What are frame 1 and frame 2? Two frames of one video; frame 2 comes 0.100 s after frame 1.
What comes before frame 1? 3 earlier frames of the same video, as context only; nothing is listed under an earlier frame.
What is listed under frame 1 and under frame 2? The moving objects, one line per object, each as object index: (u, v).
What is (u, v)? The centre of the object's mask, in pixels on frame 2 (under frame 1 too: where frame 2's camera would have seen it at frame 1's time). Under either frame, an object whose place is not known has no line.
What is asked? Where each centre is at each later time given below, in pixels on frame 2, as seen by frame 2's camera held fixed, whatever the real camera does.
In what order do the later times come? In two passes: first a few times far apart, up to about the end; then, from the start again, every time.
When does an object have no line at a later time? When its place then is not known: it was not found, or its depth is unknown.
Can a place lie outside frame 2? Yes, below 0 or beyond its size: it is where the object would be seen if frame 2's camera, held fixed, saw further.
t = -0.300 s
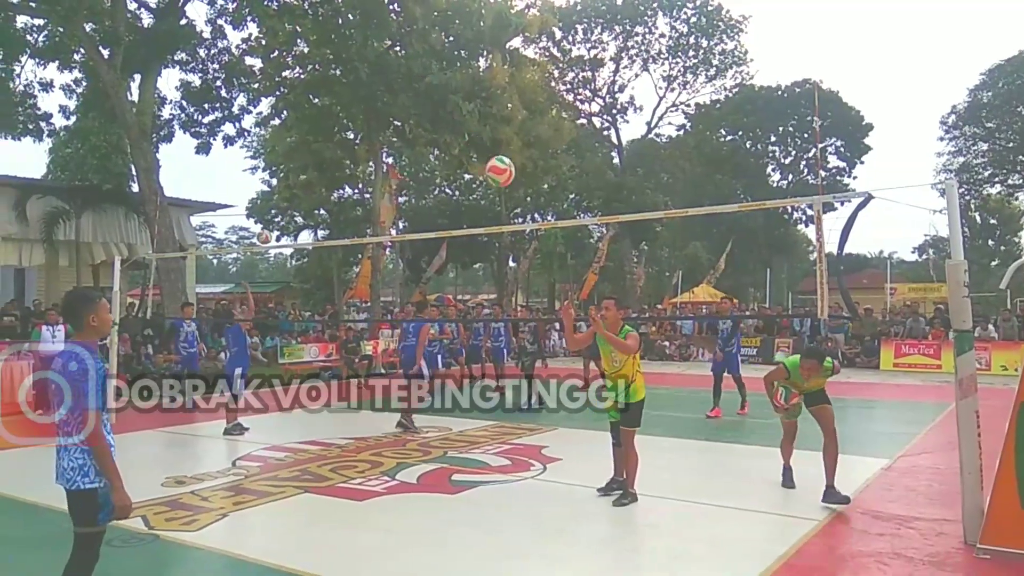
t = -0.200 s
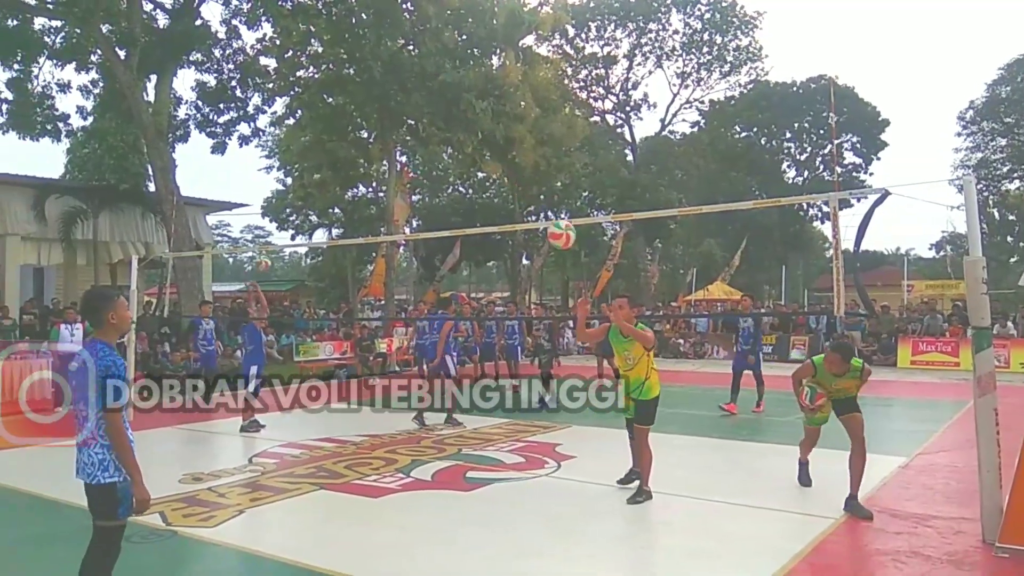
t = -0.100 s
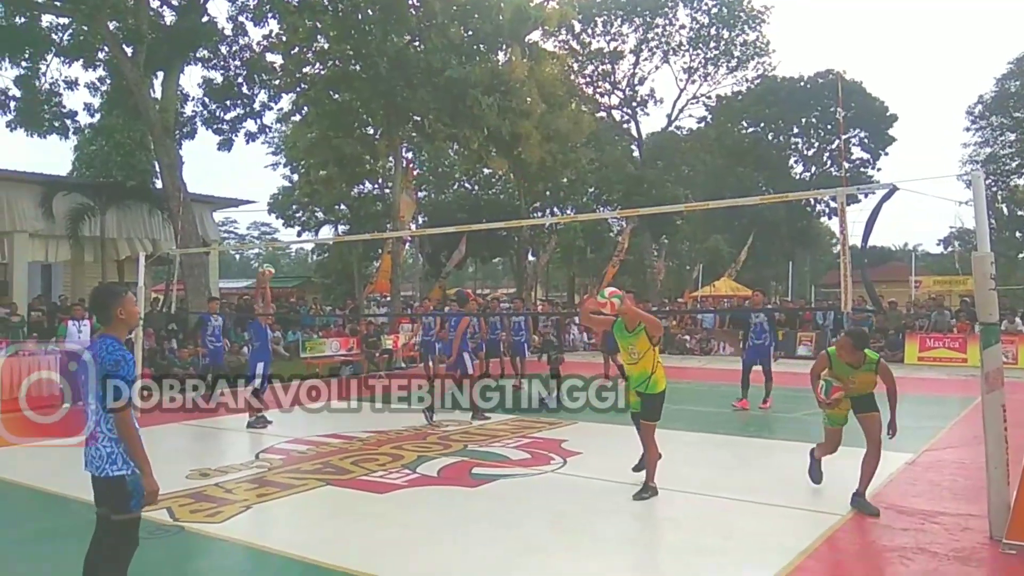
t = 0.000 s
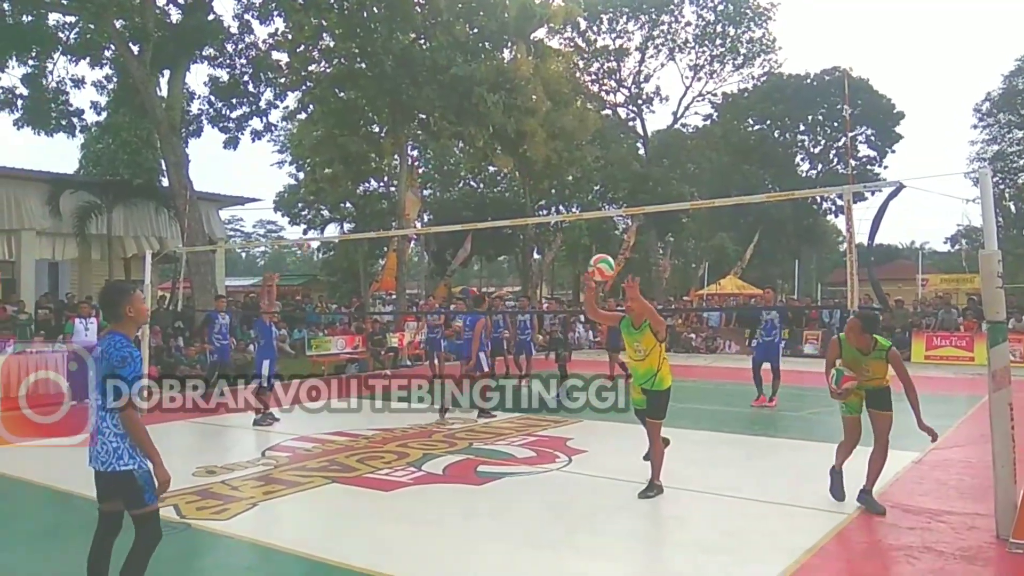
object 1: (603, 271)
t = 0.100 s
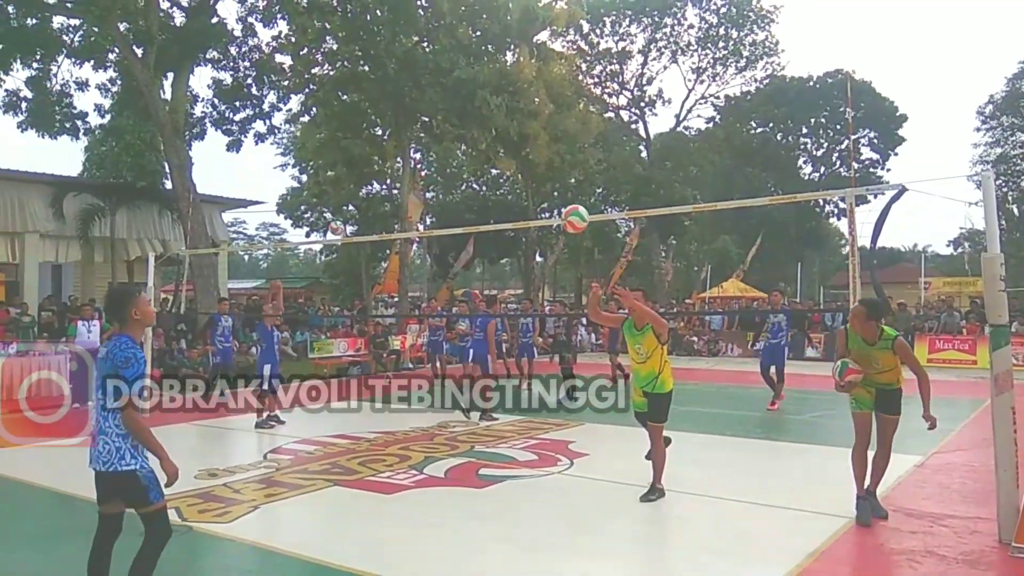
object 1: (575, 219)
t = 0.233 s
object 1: (535, 166)
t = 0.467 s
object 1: (460, 126)
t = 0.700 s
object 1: (375, 168)
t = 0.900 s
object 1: (294, 289)
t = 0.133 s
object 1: (565, 204)
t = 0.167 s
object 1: (555, 191)
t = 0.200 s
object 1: (545, 178)
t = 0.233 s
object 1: (535, 166)
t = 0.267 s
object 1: (525, 156)
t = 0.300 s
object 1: (514, 148)
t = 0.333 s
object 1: (504, 140)
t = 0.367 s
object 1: (493, 135)
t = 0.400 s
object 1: (482, 130)
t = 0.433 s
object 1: (471, 127)
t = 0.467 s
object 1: (460, 126)
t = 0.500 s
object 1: (448, 126)
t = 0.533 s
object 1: (436, 129)
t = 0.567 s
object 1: (424, 133)
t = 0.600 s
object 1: (412, 139)
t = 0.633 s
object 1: (400, 147)
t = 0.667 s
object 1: (387, 156)
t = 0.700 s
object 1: (375, 168)
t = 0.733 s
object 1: (362, 183)
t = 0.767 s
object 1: (349, 199)
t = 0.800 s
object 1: (336, 217)
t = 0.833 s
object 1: (322, 239)
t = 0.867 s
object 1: (308, 263)
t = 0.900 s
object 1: (294, 289)
